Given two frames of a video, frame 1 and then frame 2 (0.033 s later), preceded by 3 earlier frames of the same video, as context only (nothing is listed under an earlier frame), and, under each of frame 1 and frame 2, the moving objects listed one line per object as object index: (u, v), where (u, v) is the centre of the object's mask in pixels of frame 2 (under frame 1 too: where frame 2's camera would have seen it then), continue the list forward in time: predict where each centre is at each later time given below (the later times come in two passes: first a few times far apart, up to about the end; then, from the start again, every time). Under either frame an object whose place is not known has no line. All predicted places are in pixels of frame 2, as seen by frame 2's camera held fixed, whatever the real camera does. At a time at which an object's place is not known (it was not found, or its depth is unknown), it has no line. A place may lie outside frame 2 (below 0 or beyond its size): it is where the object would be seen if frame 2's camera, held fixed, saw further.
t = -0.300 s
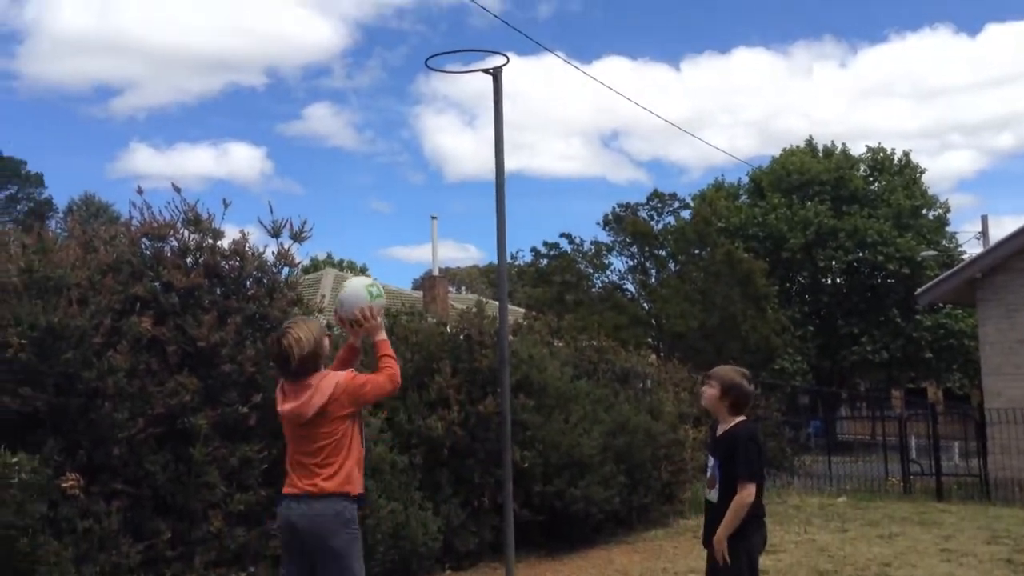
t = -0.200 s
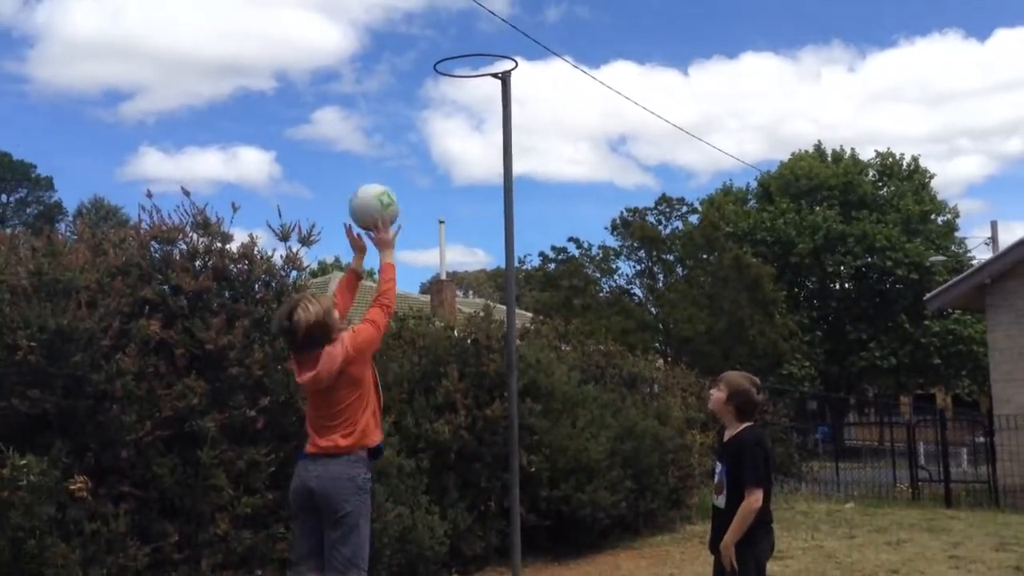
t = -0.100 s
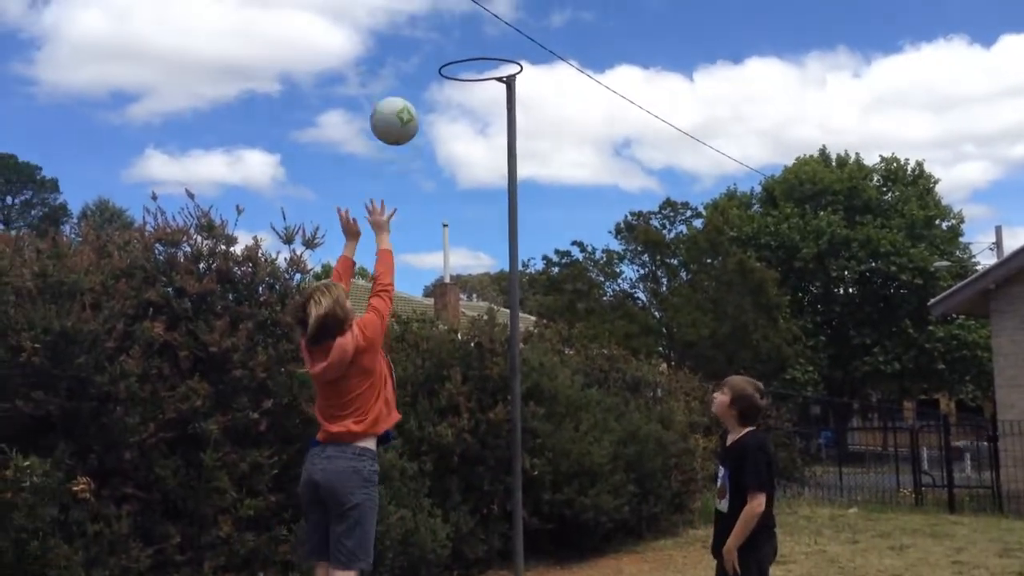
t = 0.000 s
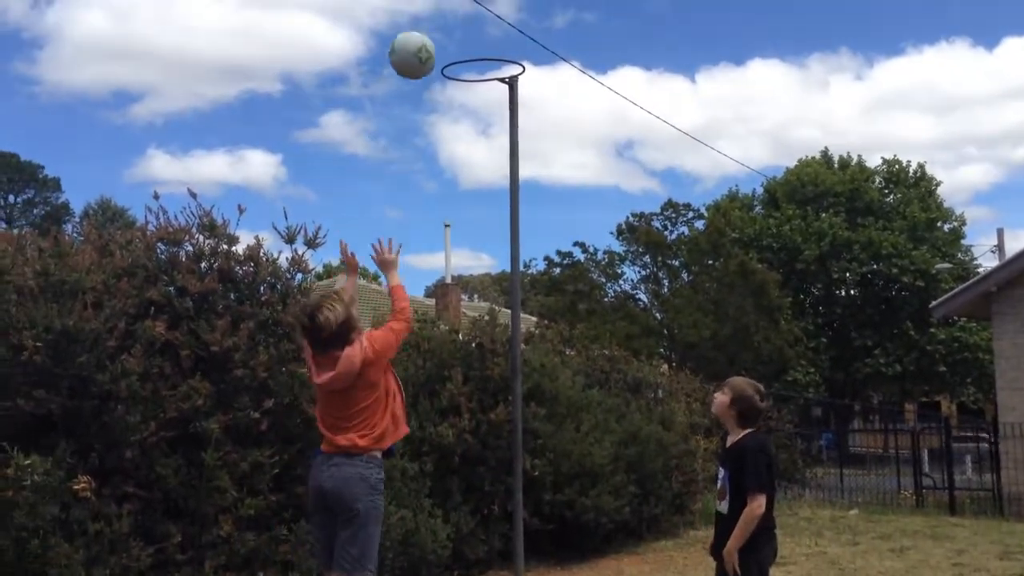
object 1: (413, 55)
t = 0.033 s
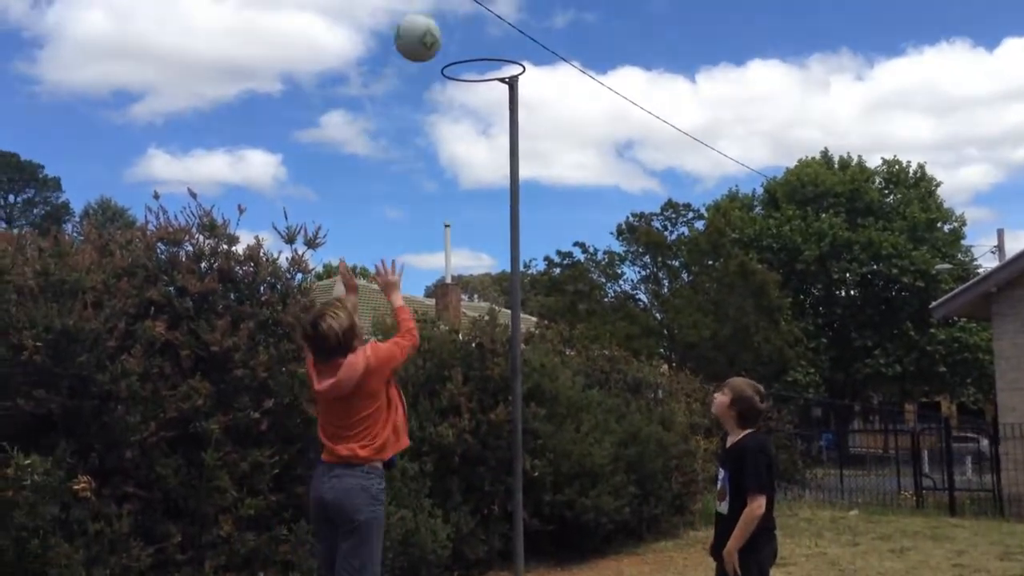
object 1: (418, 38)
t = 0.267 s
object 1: (455, 0)
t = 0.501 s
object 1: (487, 39)
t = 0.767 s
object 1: (468, 139)
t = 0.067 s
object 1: (422, 23)
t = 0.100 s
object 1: (427, 15)
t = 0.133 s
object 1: (435, 9)
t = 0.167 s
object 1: (441, 5)
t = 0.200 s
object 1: (446, 2)
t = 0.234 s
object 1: (451, 1)
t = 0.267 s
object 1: (455, 0)
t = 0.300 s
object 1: (460, 1)
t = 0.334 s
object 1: (465, 2)
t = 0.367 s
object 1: (470, 5)
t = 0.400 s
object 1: (475, 10)
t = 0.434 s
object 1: (479, 16)
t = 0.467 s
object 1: (483, 26)
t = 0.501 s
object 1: (487, 39)
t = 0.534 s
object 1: (492, 57)
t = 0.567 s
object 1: (494, 70)
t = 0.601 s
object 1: (489, 75)
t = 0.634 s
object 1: (485, 84)
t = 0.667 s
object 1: (481, 93)
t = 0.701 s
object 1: (477, 105)
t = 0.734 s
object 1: (473, 122)
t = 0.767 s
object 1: (468, 139)
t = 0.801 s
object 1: (464, 159)
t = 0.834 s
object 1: (460, 183)
